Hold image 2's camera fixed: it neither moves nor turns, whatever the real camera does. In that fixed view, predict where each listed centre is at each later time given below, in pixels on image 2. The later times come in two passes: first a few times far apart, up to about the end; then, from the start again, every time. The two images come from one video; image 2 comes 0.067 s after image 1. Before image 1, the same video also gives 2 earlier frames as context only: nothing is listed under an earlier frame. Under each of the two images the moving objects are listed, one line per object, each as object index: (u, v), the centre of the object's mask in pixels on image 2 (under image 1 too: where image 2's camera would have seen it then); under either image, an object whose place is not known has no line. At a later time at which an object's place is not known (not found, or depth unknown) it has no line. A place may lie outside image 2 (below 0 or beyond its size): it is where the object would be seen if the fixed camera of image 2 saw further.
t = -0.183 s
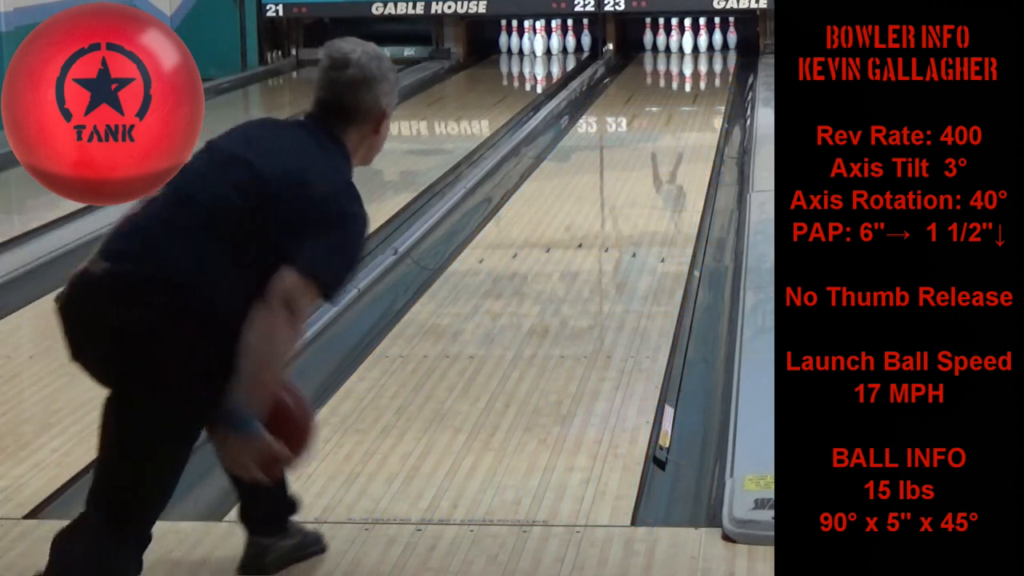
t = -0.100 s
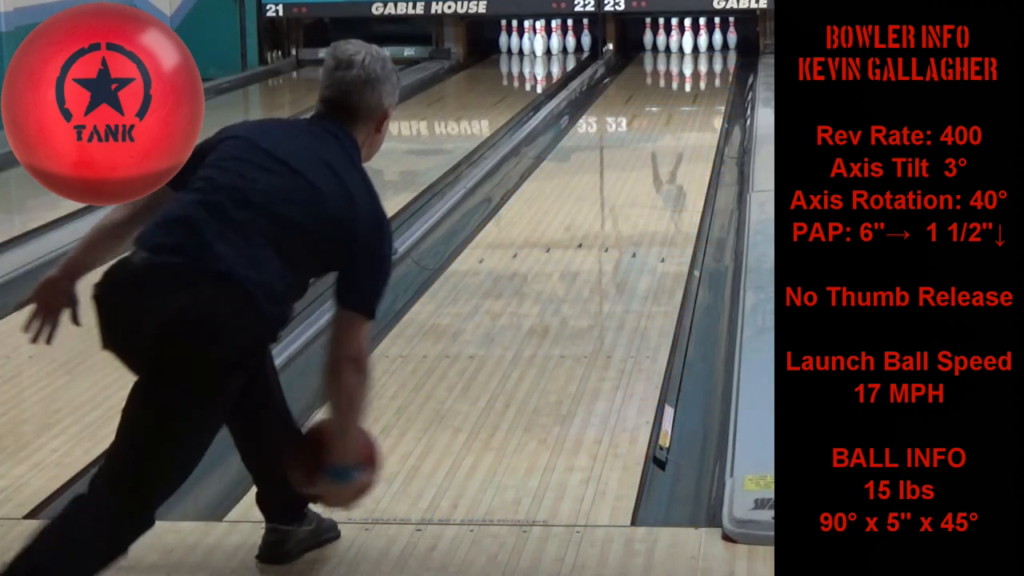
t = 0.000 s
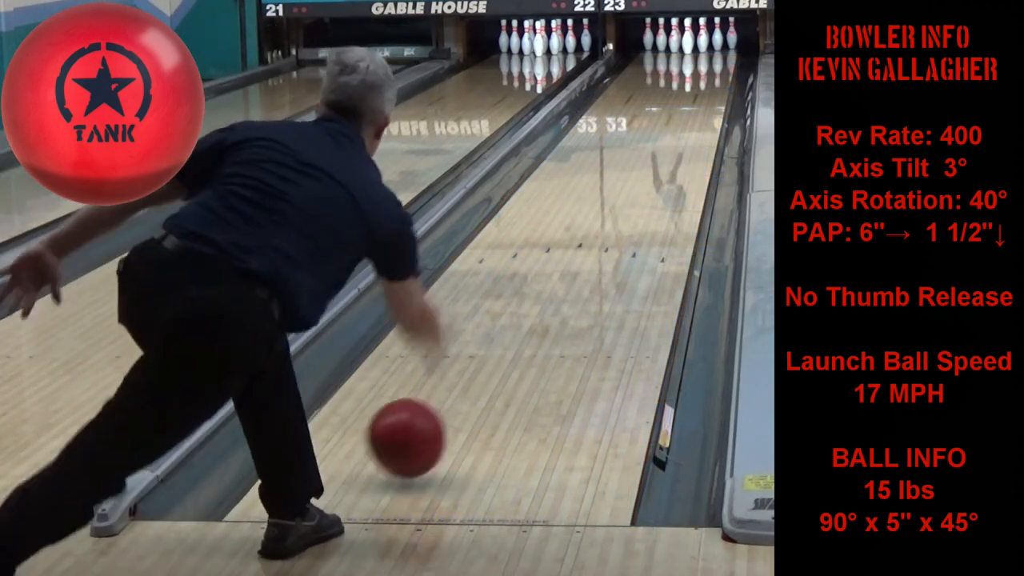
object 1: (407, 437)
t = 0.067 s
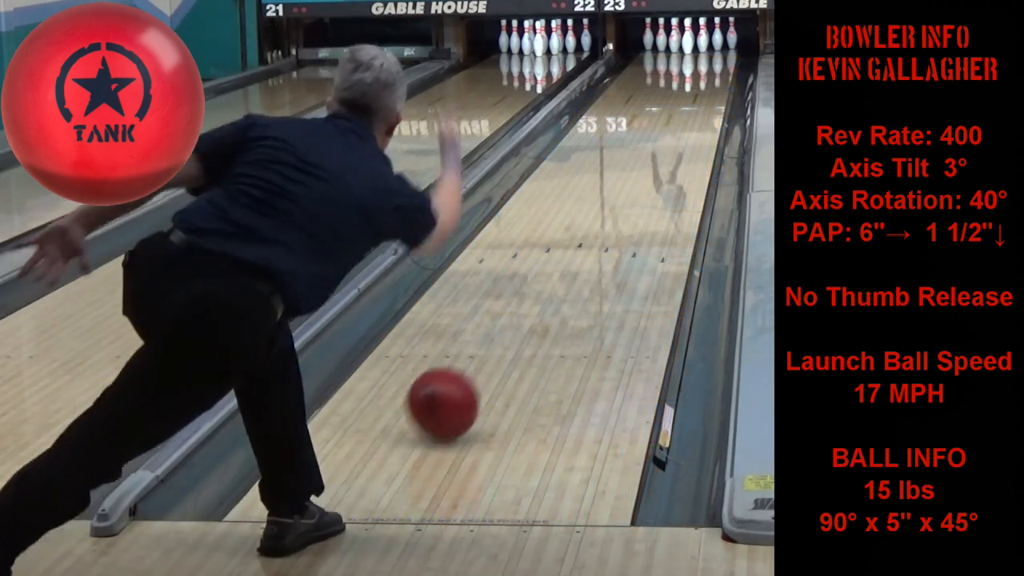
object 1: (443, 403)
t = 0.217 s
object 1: (507, 335)
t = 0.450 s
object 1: (577, 256)
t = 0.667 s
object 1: (620, 206)
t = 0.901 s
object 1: (653, 165)
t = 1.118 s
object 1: (675, 137)
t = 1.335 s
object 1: (691, 114)
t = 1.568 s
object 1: (703, 94)
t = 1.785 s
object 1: (709, 79)
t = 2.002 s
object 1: (710, 67)
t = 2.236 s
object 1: (707, 56)
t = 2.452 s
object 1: (699, 48)
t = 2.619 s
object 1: (695, 43)
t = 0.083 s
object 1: (451, 394)
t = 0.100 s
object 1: (459, 386)
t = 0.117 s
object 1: (467, 380)
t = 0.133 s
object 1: (475, 372)
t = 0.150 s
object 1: (482, 364)
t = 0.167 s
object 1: (489, 356)
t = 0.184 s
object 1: (495, 349)
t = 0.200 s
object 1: (502, 341)
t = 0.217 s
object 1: (507, 335)
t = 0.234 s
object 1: (514, 328)
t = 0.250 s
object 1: (519, 321)
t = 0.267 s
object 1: (525, 315)
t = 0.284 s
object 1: (531, 309)
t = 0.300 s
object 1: (536, 303)
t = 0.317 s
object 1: (541, 297)
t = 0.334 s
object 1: (546, 291)
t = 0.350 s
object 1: (551, 285)
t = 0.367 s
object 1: (555, 280)
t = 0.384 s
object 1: (560, 275)
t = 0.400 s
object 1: (564, 270)
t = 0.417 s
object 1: (568, 266)
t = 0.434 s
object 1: (573, 261)
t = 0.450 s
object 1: (577, 256)
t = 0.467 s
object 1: (581, 251)
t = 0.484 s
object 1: (585, 247)
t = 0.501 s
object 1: (588, 243)
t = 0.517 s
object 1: (592, 239)
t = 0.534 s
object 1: (595, 235)
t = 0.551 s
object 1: (599, 231)
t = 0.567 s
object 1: (602, 227)
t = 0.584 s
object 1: (605, 223)
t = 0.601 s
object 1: (609, 220)
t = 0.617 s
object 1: (612, 216)
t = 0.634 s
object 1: (615, 213)
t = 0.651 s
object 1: (618, 209)
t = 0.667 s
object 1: (620, 206)
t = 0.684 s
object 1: (623, 203)
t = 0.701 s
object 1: (626, 199)
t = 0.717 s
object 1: (628, 196)
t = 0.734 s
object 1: (631, 193)
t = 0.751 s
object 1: (633, 190)
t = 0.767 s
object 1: (636, 187)
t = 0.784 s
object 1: (638, 185)
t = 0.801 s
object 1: (640, 182)
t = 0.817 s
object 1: (642, 179)
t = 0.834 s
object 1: (644, 176)
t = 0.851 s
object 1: (647, 173)
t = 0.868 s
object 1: (649, 171)
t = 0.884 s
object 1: (651, 168)
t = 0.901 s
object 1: (653, 165)
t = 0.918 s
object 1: (655, 163)
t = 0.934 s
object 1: (657, 161)
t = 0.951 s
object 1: (658, 158)
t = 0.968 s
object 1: (660, 156)
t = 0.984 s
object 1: (662, 154)
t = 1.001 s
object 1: (664, 152)
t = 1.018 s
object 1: (665, 149)
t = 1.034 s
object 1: (667, 147)
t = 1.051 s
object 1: (669, 145)
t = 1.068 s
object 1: (670, 143)
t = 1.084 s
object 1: (672, 141)
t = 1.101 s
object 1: (673, 139)
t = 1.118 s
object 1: (675, 137)
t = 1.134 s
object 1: (676, 135)
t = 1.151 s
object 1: (677, 133)
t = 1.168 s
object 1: (679, 131)
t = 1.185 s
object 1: (680, 129)
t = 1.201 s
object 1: (682, 127)
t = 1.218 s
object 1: (683, 126)
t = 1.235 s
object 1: (684, 124)
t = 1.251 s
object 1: (685, 122)
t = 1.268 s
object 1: (687, 120)
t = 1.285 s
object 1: (688, 119)
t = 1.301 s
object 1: (689, 117)
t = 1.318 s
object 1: (690, 116)
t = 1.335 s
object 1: (691, 114)
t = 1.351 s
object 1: (692, 112)
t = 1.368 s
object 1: (693, 111)
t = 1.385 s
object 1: (694, 109)
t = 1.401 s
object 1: (695, 108)
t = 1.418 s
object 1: (696, 106)
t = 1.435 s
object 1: (697, 104)
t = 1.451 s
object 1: (697, 103)
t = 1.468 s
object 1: (698, 102)
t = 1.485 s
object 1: (699, 101)
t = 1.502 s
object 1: (700, 99)
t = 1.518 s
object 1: (701, 98)
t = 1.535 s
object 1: (702, 96)
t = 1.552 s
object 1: (702, 95)
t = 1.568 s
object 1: (703, 94)
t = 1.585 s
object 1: (704, 93)
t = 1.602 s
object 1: (704, 91)
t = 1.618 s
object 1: (705, 90)
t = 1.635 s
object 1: (705, 89)
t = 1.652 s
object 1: (705, 88)
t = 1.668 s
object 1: (706, 87)
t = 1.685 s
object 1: (707, 85)
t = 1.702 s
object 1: (707, 84)
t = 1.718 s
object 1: (707, 83)
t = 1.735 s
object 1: (708, 82)
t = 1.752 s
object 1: (708, 81)
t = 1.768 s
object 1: (708, 80)
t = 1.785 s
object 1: (709, 79)
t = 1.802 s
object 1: (709, 78)
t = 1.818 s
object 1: (709, 77)
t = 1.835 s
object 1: (709, 76)
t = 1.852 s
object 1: (709, 75)
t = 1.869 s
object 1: (709, 74)
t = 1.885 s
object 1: (710, 73)
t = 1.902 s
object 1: (710, 72)
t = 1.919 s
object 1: (710, 72)
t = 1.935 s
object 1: (710, 70)
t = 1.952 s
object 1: (710, 70)
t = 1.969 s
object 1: (710, 69)
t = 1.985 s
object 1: (710, 68)
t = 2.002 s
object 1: (710, 67)
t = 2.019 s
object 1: (710, 67)
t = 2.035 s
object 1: (709, 66)
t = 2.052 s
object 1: (709, 64)
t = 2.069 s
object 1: (709, 63)
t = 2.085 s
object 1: (709, 63)
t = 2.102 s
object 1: (709, 62)
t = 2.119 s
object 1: (708, 61)
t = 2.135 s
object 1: (708, 61)
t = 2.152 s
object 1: (708, 60)
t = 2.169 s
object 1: (707, 59)
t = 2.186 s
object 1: (707, 58)
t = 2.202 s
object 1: (707, 58)
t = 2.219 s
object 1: (707, 57)
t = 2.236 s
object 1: (707, 56)
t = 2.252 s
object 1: (706, 56)
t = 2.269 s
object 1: (705, 55)
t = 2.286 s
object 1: (705, 54)
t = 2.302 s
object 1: (705, 54)
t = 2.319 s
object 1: (704, 53)
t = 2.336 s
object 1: (704, 52)
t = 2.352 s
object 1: (703, 52)
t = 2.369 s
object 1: (703, 52)
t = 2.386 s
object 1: (702, 51)
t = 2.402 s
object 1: (701, 50)
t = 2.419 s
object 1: (701, 49)
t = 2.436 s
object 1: (700, 48)
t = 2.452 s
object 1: (699, 48)
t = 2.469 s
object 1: (699, 47)
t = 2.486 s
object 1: (698, 46)
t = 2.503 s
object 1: (697, 46)
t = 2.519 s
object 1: (696, 45)
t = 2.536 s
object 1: (696, 45)
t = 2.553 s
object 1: (695, 44)
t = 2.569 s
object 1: (695, 44)
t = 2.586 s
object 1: (696, 44)
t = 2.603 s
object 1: (696, 43)
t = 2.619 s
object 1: (695, 43)
